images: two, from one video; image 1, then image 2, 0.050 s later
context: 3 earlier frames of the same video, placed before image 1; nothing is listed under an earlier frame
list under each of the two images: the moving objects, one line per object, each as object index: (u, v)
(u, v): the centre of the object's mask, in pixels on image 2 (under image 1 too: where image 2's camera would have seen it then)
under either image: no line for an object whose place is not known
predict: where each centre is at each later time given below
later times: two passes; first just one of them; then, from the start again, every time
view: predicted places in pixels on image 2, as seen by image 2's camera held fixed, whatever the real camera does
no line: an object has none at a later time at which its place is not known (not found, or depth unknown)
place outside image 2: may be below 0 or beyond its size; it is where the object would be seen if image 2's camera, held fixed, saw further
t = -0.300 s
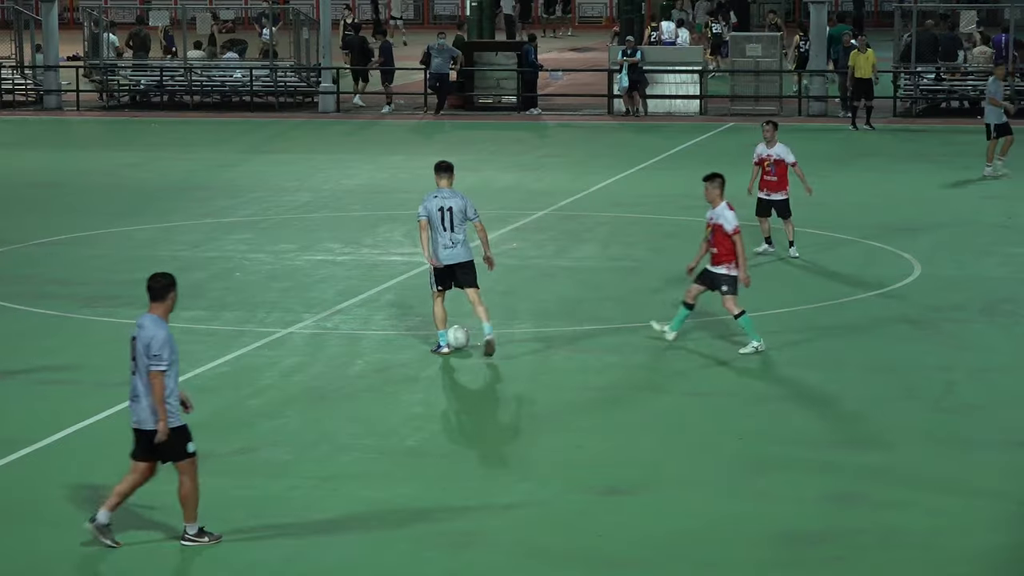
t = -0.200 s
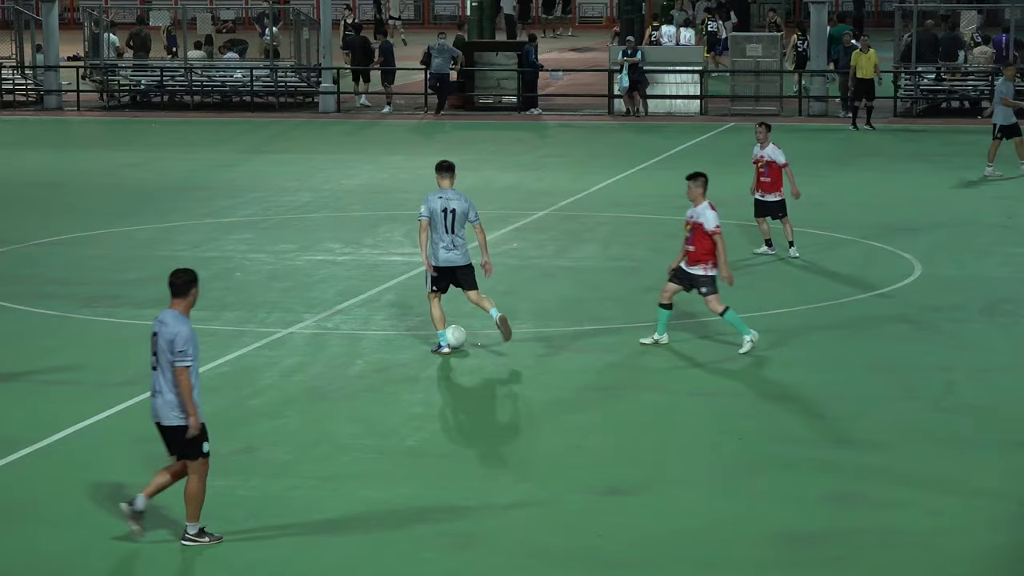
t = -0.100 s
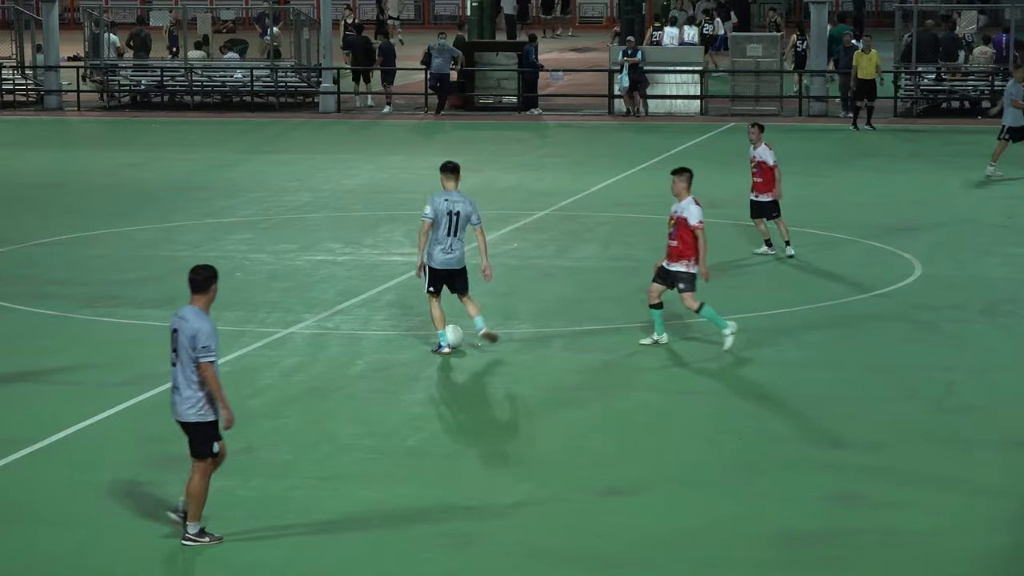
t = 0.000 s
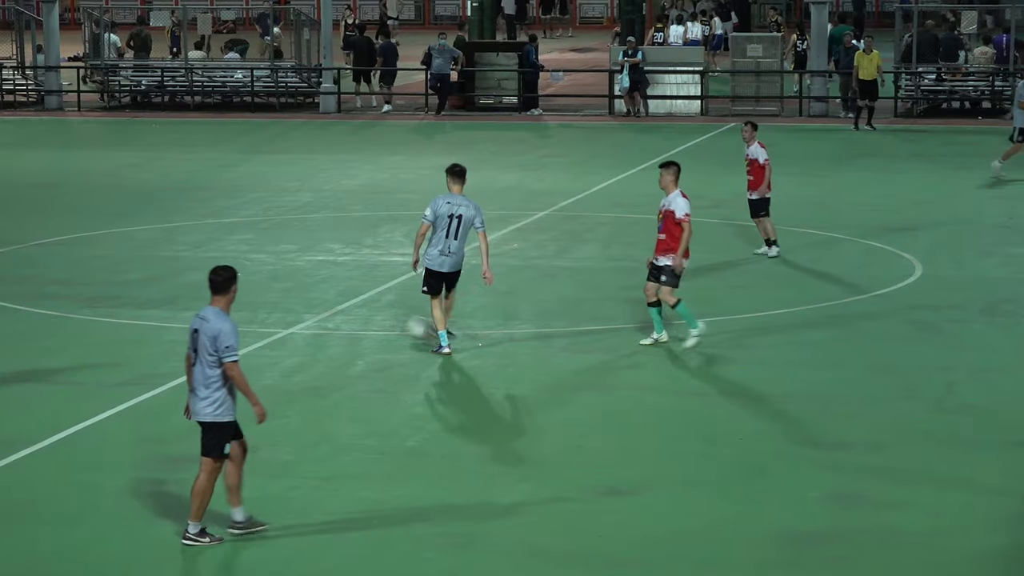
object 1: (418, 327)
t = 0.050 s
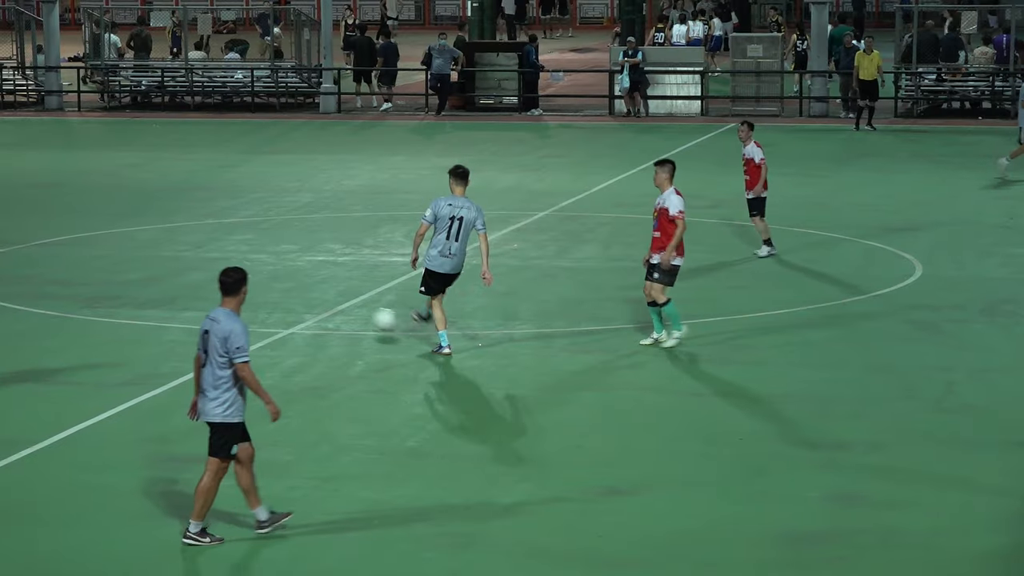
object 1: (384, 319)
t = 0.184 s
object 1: (302, 303)
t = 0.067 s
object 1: (373, 317)
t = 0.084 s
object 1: (363, 315)
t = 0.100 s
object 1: (352, 314)
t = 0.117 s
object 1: (341, 313)
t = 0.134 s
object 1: (330, 311)
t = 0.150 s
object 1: (320, 309)
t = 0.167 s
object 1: (311, 306)
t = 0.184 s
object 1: (302, 303)
